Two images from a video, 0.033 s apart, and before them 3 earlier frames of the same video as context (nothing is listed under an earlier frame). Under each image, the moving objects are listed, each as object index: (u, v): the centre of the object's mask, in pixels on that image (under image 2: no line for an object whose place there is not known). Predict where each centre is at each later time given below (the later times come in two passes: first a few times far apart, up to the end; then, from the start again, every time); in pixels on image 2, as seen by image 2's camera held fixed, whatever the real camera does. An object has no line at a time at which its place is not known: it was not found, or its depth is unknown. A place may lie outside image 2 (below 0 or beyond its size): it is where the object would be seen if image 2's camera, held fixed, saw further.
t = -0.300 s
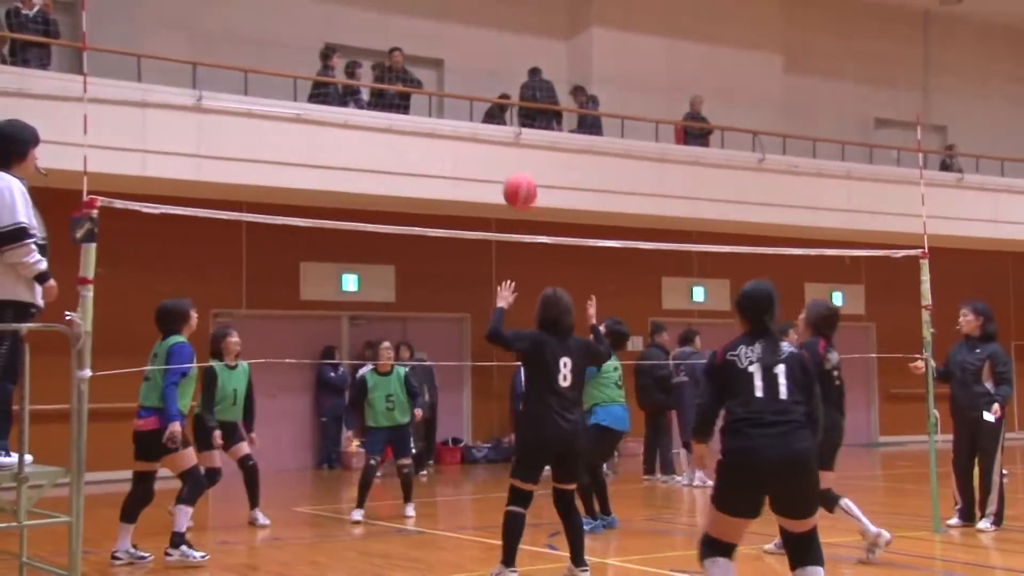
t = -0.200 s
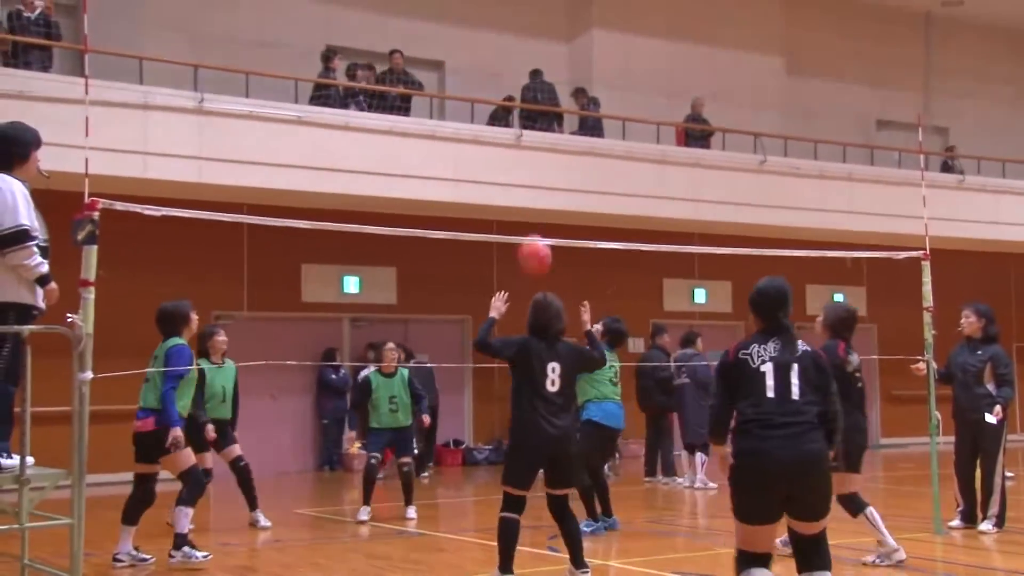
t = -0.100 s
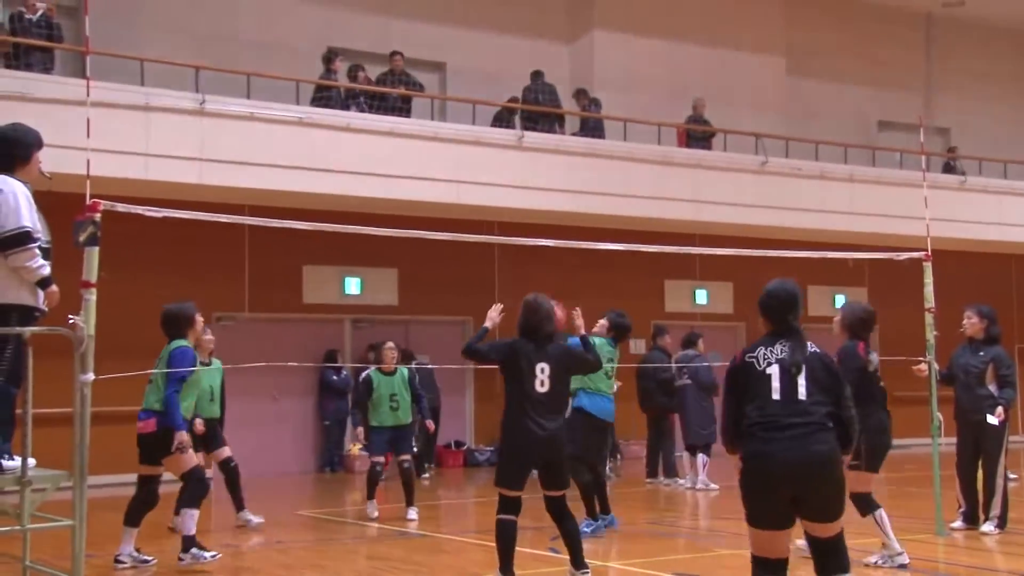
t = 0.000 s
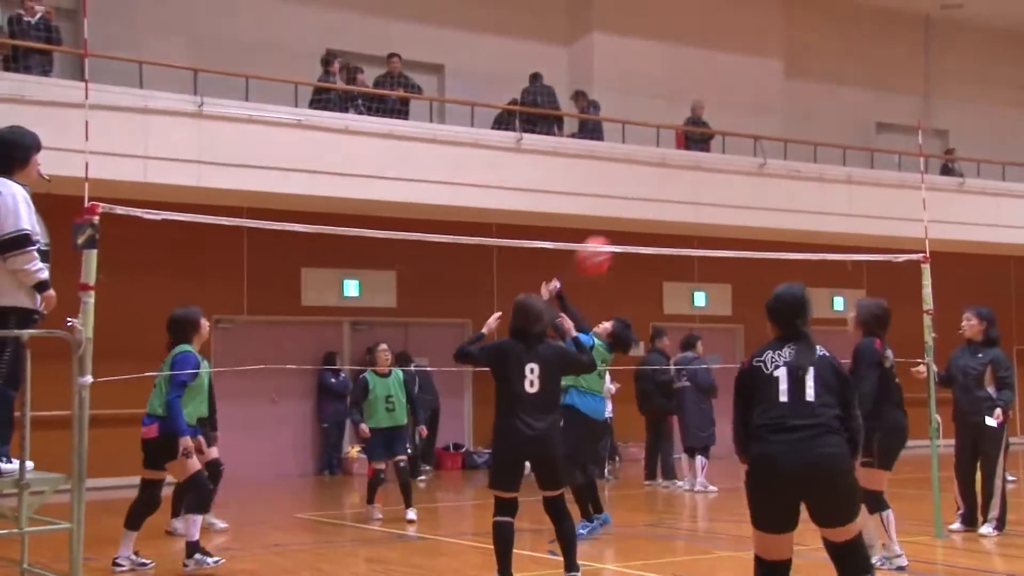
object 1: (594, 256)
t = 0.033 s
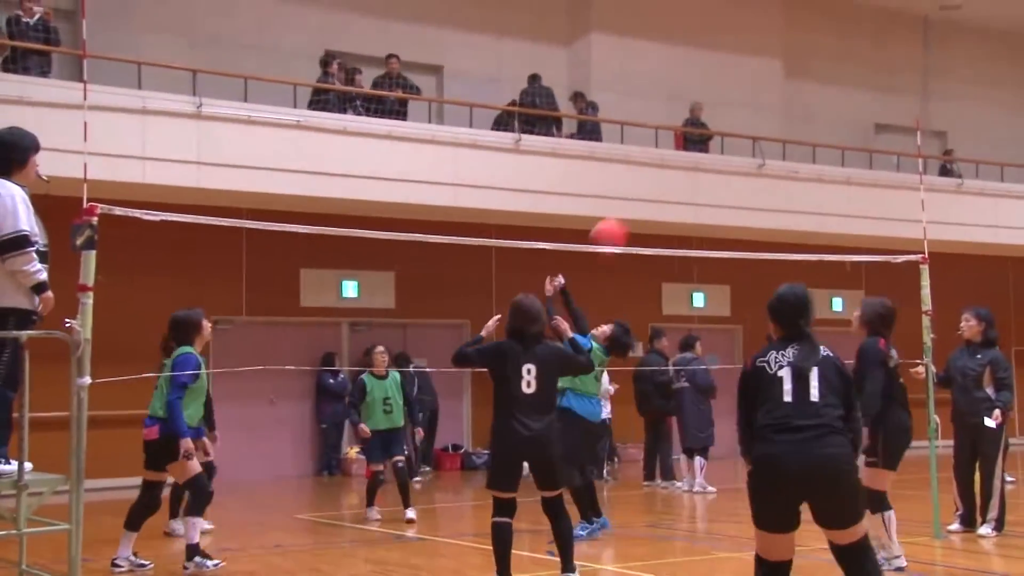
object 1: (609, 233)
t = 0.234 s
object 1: (717, 141)
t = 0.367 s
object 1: (799, 107)
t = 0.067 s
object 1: (625, 219)
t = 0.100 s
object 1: (642, 200)
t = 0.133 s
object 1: (660, 183)
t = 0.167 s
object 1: (678, 168)
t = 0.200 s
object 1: (697, 154)
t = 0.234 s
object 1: (717, 141)
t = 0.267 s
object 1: (737, 131)
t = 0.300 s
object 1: (757, 121)
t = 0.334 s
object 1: (778, 113)
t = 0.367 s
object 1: (799, 107)
